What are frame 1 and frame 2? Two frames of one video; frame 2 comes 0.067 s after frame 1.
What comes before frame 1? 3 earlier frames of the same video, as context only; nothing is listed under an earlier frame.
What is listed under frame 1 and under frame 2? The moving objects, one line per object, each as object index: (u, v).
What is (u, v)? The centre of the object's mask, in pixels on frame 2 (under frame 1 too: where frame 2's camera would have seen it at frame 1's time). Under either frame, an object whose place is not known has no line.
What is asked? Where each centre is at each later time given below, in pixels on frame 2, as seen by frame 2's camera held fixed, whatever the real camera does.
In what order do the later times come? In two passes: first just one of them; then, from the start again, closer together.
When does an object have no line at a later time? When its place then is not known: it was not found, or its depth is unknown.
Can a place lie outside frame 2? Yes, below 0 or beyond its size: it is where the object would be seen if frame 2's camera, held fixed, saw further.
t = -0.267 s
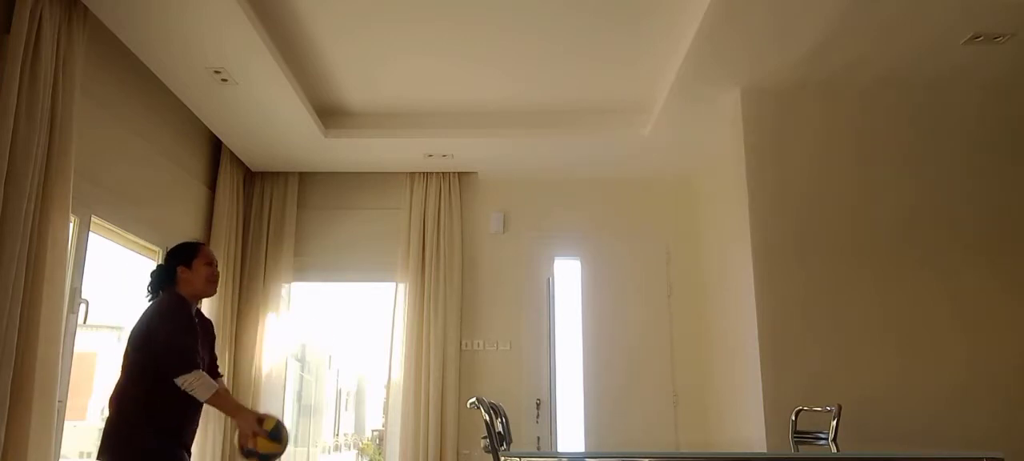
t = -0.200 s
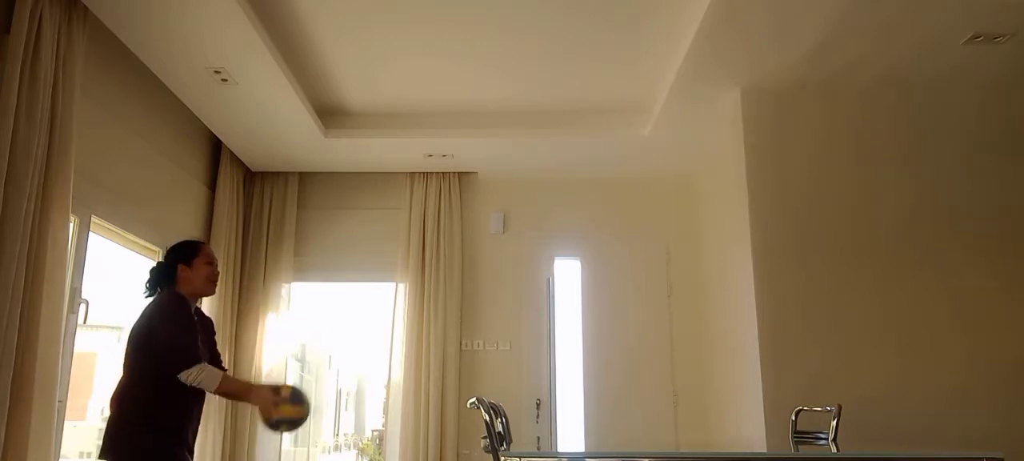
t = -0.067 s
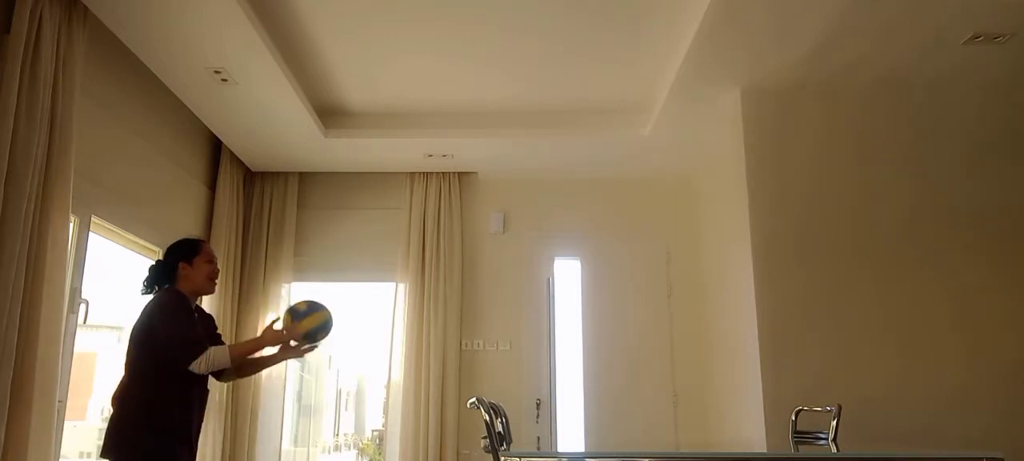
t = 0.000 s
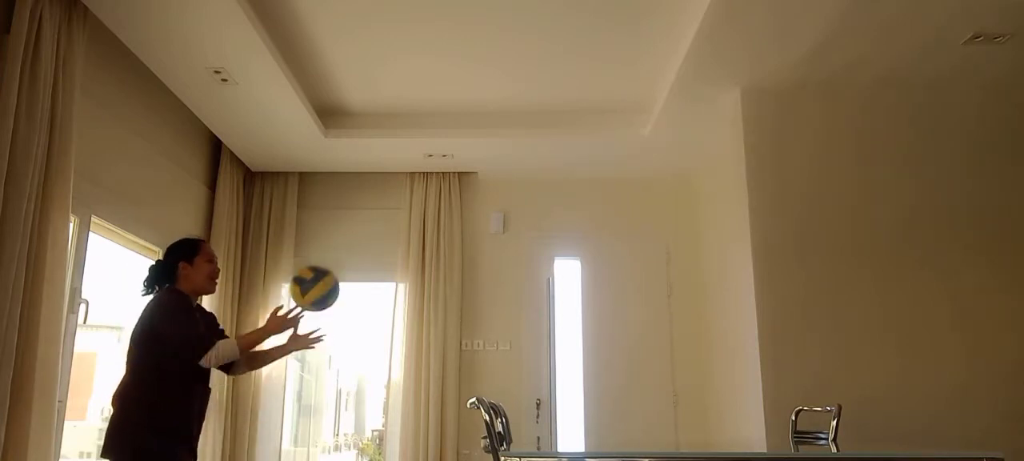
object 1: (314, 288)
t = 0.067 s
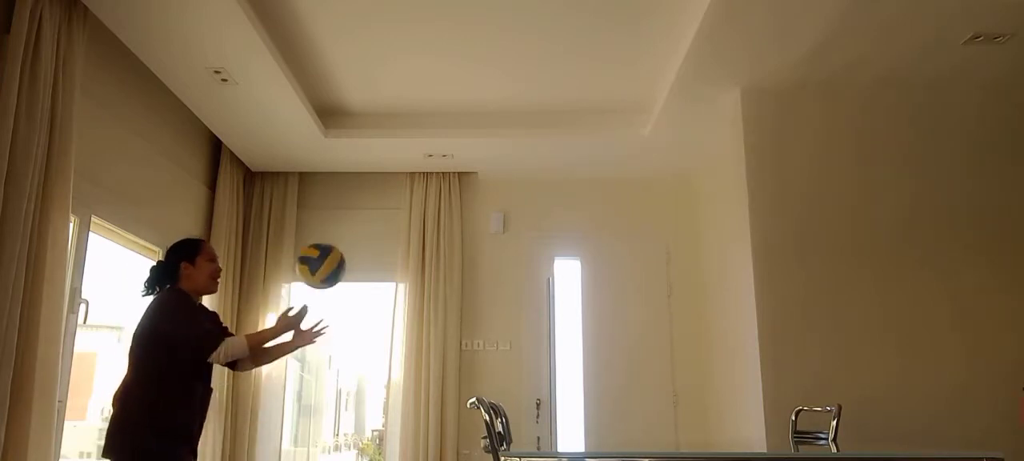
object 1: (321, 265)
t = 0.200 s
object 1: (331, 249)
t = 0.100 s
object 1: (323, 258)
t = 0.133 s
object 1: (326, 253)
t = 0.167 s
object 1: (329, 250)
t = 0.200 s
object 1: (331, 249)
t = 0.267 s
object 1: (336, 254)
